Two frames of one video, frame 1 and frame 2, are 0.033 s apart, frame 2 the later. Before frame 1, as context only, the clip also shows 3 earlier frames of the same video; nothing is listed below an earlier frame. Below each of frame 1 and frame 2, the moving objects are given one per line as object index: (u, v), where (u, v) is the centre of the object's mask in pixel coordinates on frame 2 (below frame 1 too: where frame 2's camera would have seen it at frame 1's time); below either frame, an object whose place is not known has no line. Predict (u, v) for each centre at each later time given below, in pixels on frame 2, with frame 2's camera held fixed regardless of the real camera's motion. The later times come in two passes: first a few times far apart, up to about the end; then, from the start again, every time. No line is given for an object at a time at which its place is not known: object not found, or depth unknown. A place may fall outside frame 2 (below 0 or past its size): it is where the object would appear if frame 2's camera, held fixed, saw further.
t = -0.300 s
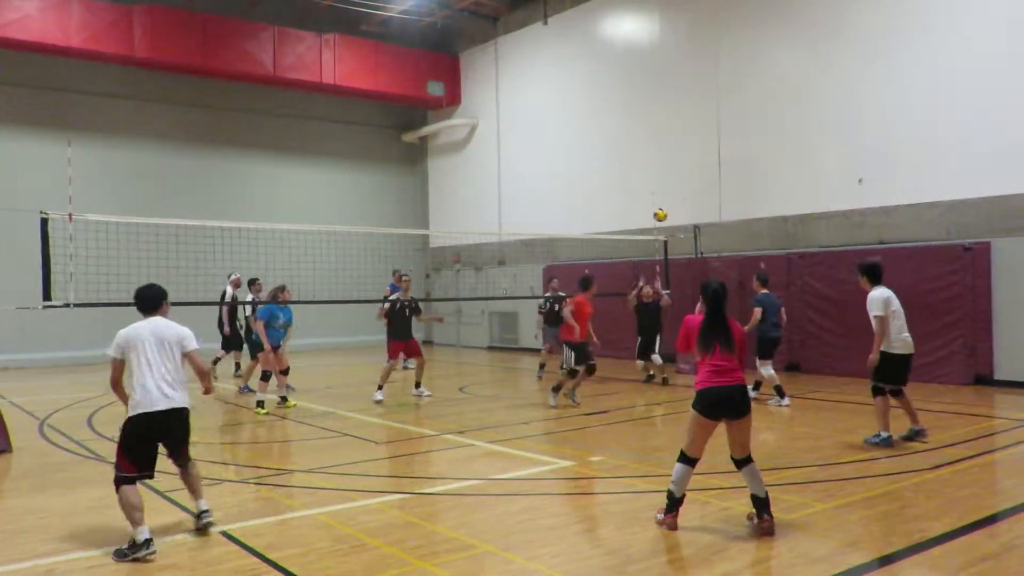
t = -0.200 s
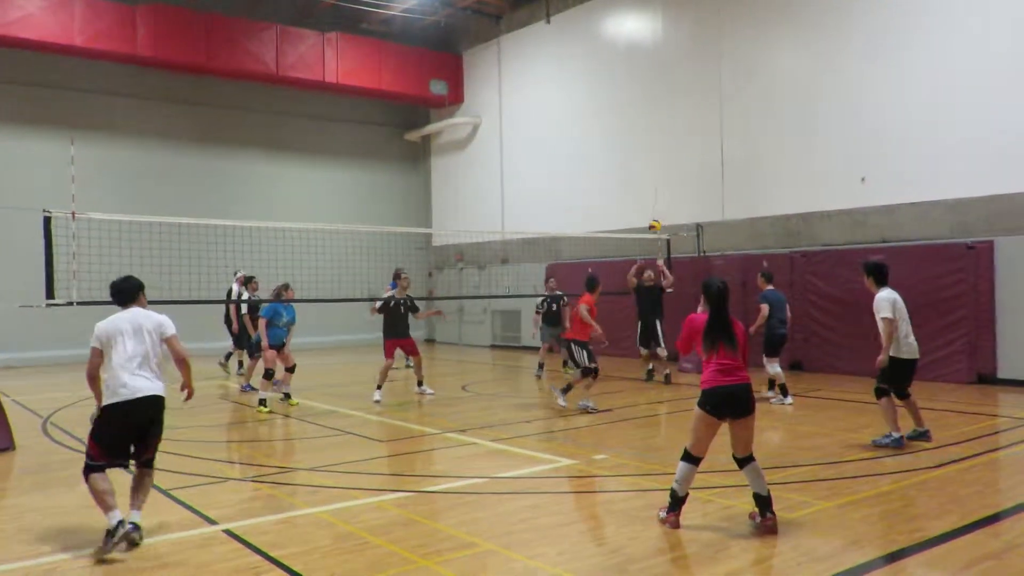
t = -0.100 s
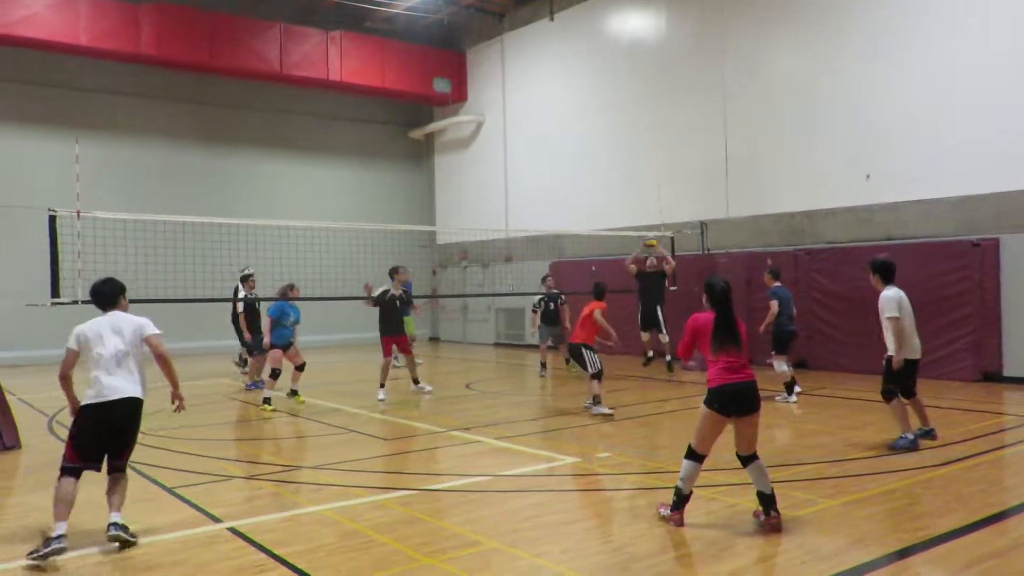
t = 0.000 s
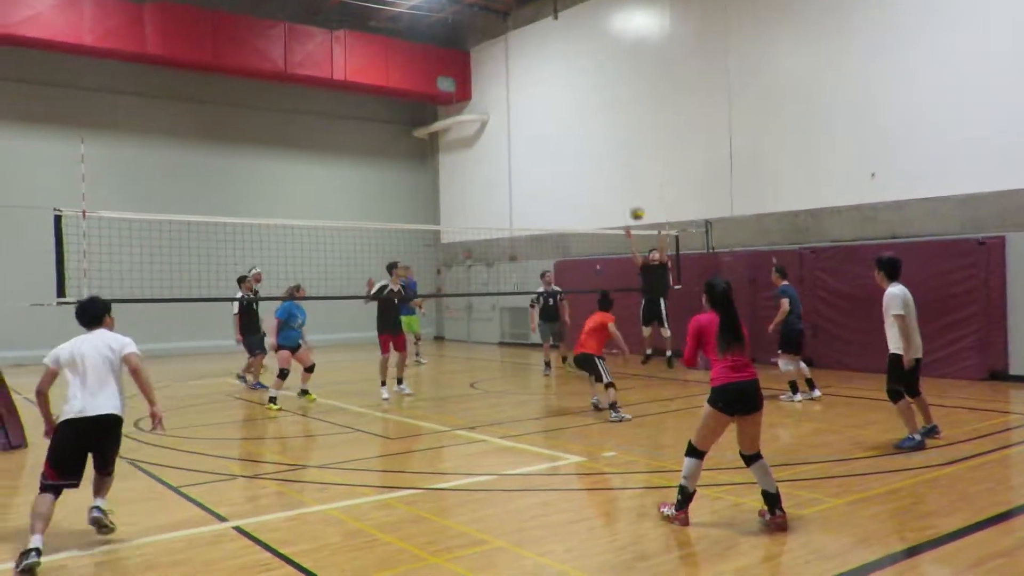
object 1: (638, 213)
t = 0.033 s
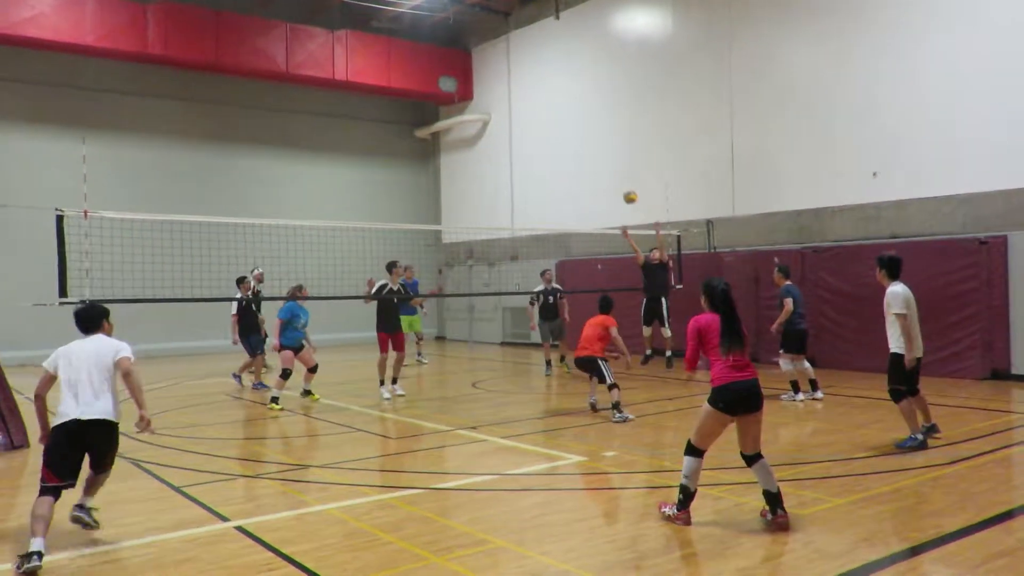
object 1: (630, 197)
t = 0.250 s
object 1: (573, 108)
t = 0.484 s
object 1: (505, 43)
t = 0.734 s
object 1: (430, 20)
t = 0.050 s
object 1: (625, 189)
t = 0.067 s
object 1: (621, 181)
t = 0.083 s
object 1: (617, 174)
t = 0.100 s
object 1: (612, 167)
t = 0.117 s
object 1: (608, 160)
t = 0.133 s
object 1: (604, 153)
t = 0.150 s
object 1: (600, 145)
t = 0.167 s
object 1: (596, 138)
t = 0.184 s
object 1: (591, 132)
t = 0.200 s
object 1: (586, 125)
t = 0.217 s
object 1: (581, 120)
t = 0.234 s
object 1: (577, 113)
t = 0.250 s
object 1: (573, 108)
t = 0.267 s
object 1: (568, 102)
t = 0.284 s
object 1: (563, 96)
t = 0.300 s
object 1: (558, 91)
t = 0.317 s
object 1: (553, 85)
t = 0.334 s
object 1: (548, 81)
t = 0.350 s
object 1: (544, 76)
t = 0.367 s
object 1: (539, 72)
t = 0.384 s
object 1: (534, 67)
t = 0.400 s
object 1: (530, 64)
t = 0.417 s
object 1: (525, 59)
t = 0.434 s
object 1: (521, 56)
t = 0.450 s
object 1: (516, 52)
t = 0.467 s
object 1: (511, 48)
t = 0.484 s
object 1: (505, 43)
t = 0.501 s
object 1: (500, 42)
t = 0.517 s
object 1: (495, 39)
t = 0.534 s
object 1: (490, 36)
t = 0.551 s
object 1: (485, 34)
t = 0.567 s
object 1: (481, 32)
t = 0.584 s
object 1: (476, 29)
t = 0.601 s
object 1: (471, 28)
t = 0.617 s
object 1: (466, 26)
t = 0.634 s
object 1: (460, 24)
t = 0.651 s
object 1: (455, 23)
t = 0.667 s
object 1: (450, 22)
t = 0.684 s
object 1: (445, 21)
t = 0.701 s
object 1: (440, 20)
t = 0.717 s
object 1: (435, 20)
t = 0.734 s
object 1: (430, 20)
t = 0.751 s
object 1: (425, 20)
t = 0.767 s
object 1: (420, 21)
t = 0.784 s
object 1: (414, 21)
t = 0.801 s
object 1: (409, 21)
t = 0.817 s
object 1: (404, 22)
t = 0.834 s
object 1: (399, 22)
